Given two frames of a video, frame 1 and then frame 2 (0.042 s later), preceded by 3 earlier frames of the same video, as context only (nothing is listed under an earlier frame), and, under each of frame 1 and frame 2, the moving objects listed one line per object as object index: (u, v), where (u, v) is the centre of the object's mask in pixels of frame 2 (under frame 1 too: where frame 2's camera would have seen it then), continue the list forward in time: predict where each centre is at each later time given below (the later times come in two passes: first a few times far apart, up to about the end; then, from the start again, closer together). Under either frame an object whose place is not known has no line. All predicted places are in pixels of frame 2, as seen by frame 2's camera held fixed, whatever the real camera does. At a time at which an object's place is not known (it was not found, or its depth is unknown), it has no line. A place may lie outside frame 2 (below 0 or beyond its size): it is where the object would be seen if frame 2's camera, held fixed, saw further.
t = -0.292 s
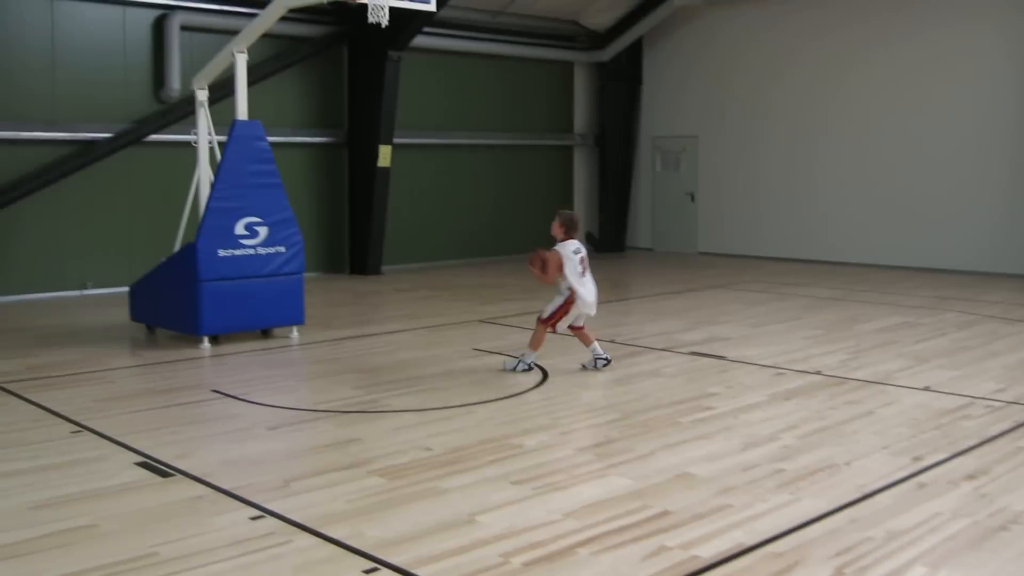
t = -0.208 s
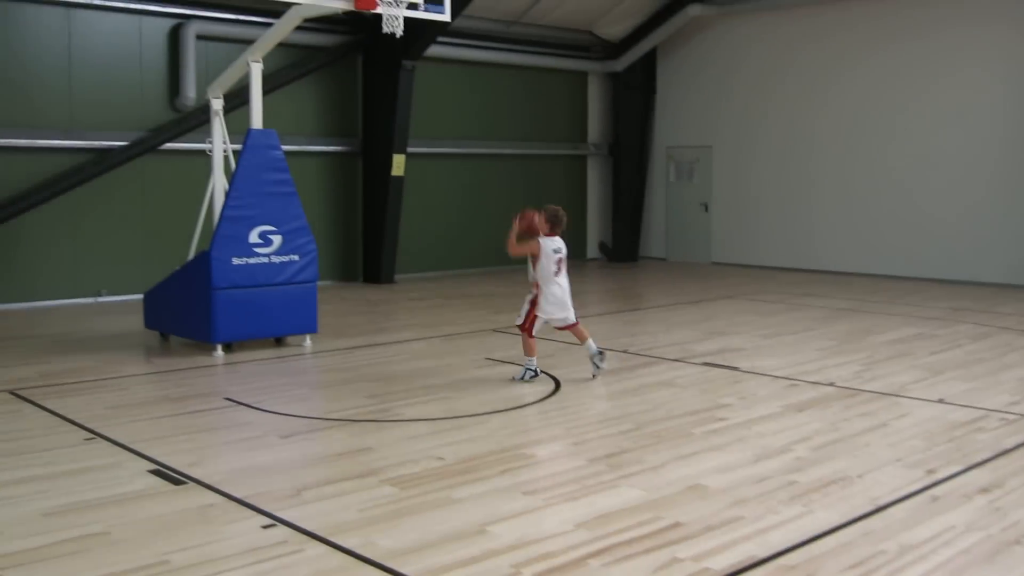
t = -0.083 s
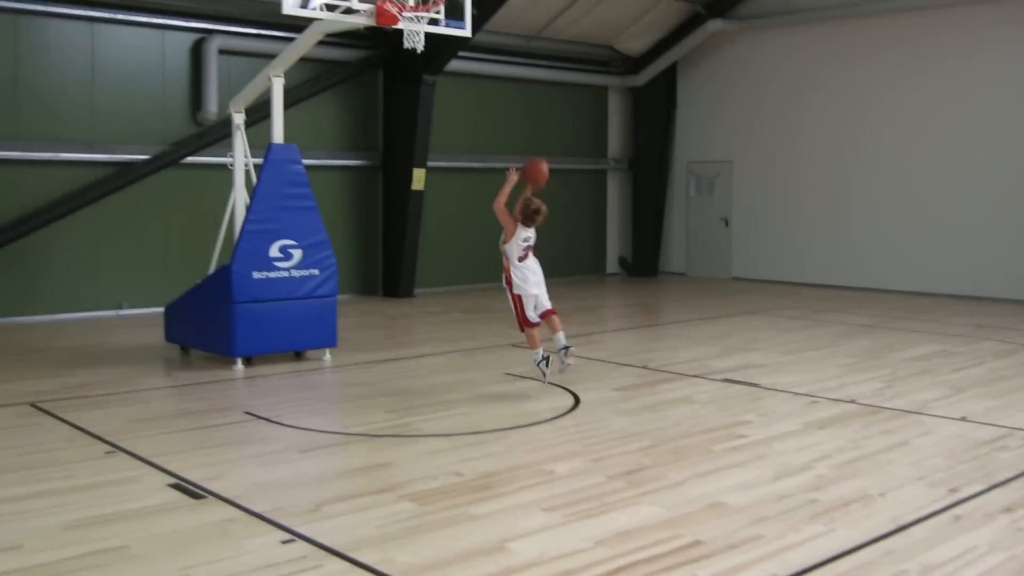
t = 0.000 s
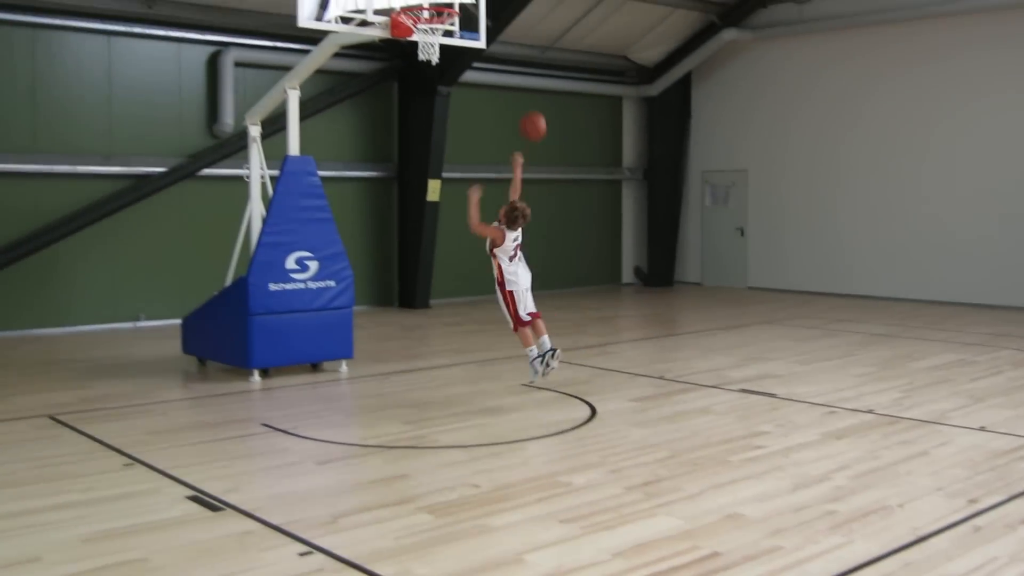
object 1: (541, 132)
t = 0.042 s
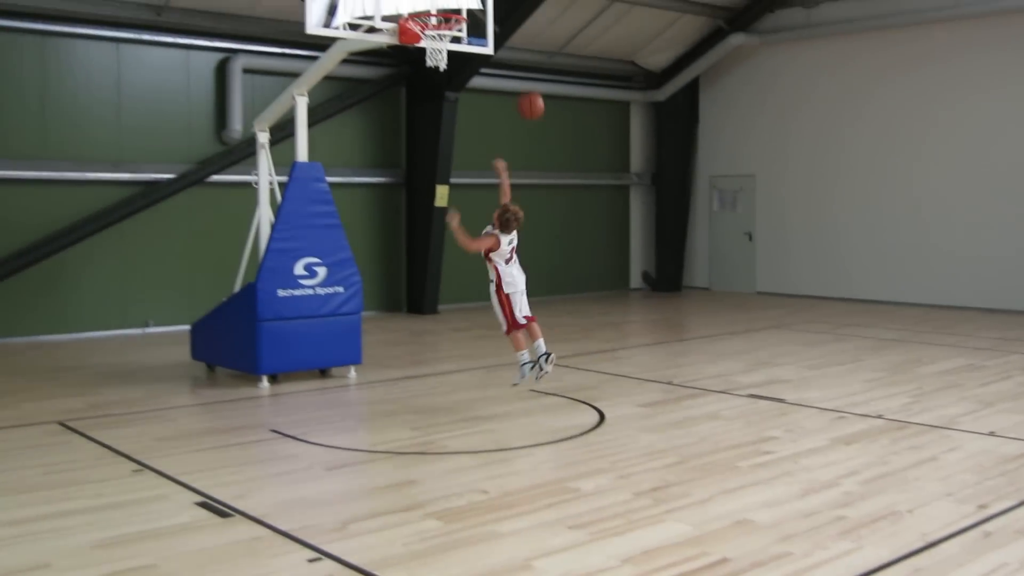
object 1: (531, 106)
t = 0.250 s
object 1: (484, 6)
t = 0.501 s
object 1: (464, -30)
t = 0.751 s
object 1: (466, -1)
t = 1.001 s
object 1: (463, -6)
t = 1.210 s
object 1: (447, 6)
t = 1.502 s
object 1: (440, 63)
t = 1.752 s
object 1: (442, 72)
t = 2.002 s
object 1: (436, 157)
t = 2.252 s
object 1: (432, 323)
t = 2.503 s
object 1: (428, 321)
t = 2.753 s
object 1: (422, 242)
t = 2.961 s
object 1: (418, 235)
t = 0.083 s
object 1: (521, 81)
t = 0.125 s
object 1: (512, 59)
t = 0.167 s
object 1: (503, 39)
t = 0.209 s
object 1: (494, 22)
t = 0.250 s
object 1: (484, 6)
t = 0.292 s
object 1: (475, -8)
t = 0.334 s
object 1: (466, -19)
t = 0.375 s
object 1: (463, -25)
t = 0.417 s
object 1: (464, -29)
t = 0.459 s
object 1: (464, -31)
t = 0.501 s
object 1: (464, -30)
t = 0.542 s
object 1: (464, -28)
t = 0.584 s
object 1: (465, -22)
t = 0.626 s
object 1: (465, -14)
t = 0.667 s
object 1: (466, -4)
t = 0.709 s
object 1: (467, 5)
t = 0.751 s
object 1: (466, -1)
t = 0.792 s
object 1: (465, -8)
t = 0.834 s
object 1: (465, -12)
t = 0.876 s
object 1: (464, -14)
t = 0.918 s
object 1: (464, -14)
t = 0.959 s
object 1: (464, -12)
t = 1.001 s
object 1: (463, -6)
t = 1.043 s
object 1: (463, 0)
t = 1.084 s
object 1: (461, 3)
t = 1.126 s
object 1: (456, 2)
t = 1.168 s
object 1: (452, 4)
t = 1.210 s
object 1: (447, 6)
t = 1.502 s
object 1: (440, 63)
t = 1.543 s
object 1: (444, 64)
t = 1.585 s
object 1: (446, 64)
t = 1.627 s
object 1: (446, 64)
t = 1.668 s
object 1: (444, 66)
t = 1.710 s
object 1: (444, 70)
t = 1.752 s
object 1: (442, 72)
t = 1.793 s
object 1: (441, 77)
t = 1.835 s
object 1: (440, 90)
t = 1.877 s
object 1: (439, 104)
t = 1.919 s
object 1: (438, 118)
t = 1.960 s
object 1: (437, 137)
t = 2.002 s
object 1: (436, 157)
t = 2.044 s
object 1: (435, 178)
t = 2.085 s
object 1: (434, 206)
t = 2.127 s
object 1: (433, 231)
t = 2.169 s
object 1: (433, 260)
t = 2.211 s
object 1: (432, 290)
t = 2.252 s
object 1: (432, 323)
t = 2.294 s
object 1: (432, 357)
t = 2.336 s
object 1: (432, 395)
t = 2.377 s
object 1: (431, 387)
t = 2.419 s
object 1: (430, 363)
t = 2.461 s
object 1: (429, 341)
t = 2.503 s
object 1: (428, 321)
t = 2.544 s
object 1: (427, 302)
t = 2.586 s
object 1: (426, 287)
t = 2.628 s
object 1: (425, 273)
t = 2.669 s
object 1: (424, 260)
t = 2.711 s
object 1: (423, 250)
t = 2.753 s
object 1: (422, 242)
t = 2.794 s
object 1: (421, 236)
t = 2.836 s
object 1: (421, 233)
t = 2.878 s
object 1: (420, 231)
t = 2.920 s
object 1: (419, 232)
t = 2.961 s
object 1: (418, 235)
